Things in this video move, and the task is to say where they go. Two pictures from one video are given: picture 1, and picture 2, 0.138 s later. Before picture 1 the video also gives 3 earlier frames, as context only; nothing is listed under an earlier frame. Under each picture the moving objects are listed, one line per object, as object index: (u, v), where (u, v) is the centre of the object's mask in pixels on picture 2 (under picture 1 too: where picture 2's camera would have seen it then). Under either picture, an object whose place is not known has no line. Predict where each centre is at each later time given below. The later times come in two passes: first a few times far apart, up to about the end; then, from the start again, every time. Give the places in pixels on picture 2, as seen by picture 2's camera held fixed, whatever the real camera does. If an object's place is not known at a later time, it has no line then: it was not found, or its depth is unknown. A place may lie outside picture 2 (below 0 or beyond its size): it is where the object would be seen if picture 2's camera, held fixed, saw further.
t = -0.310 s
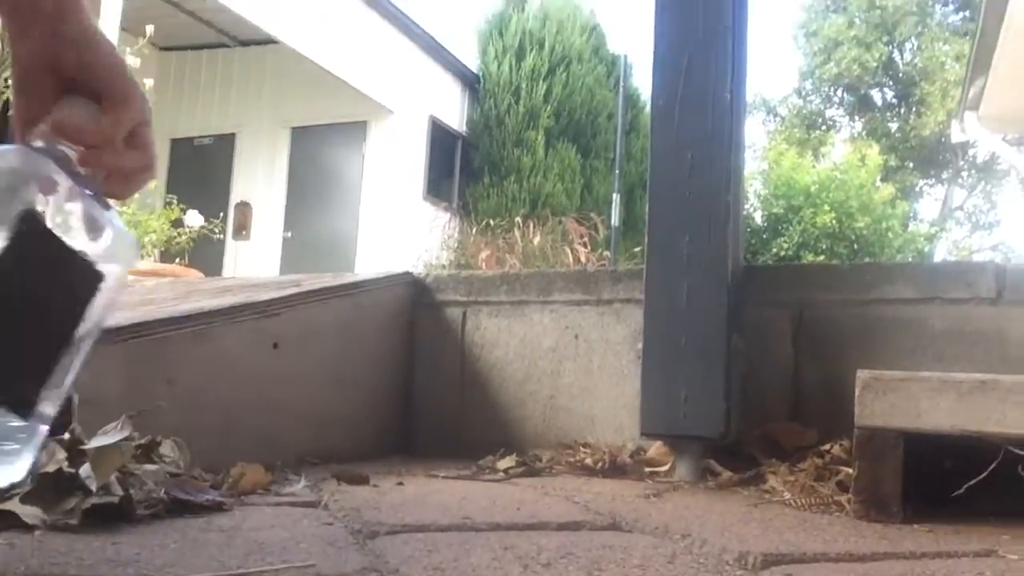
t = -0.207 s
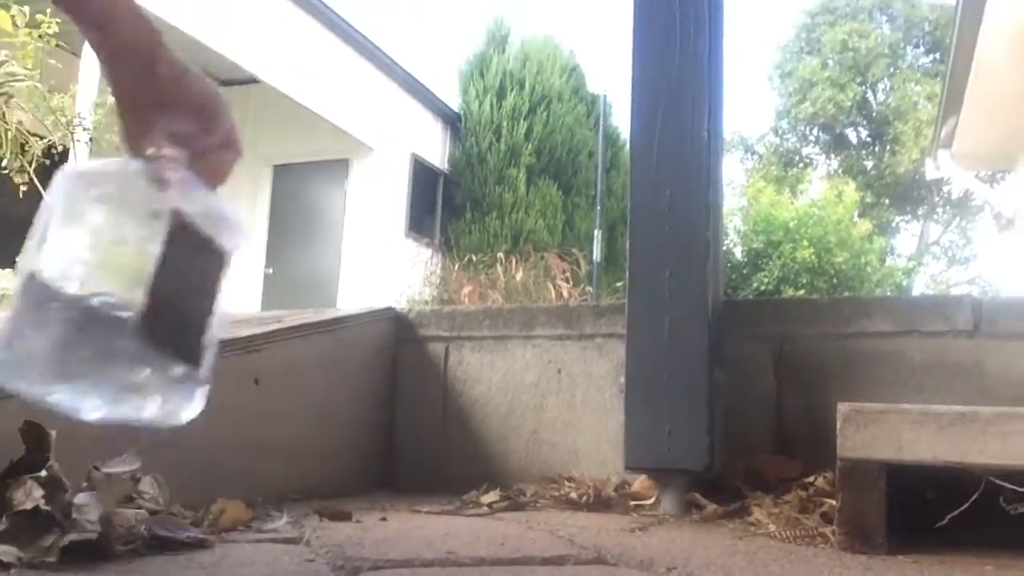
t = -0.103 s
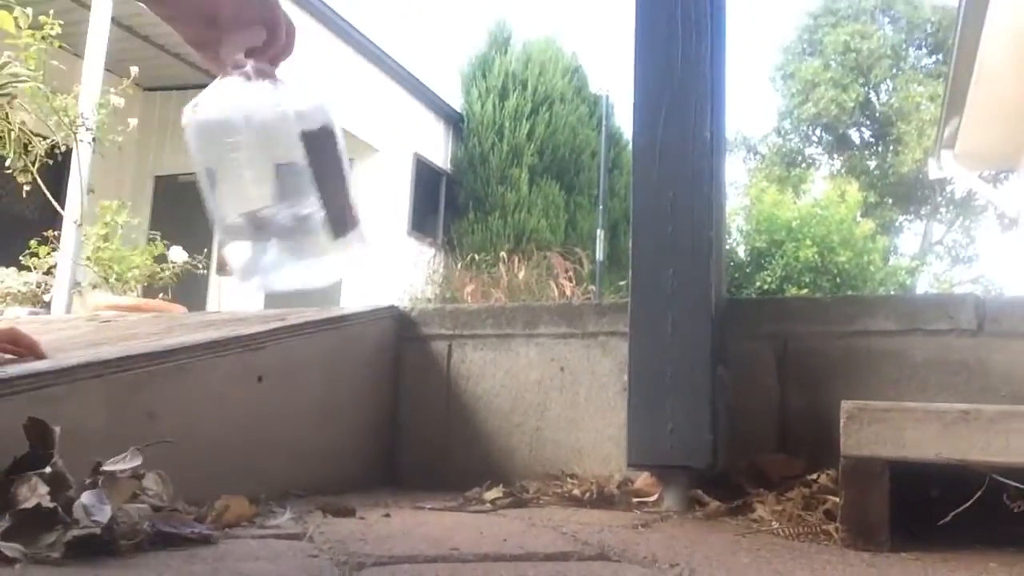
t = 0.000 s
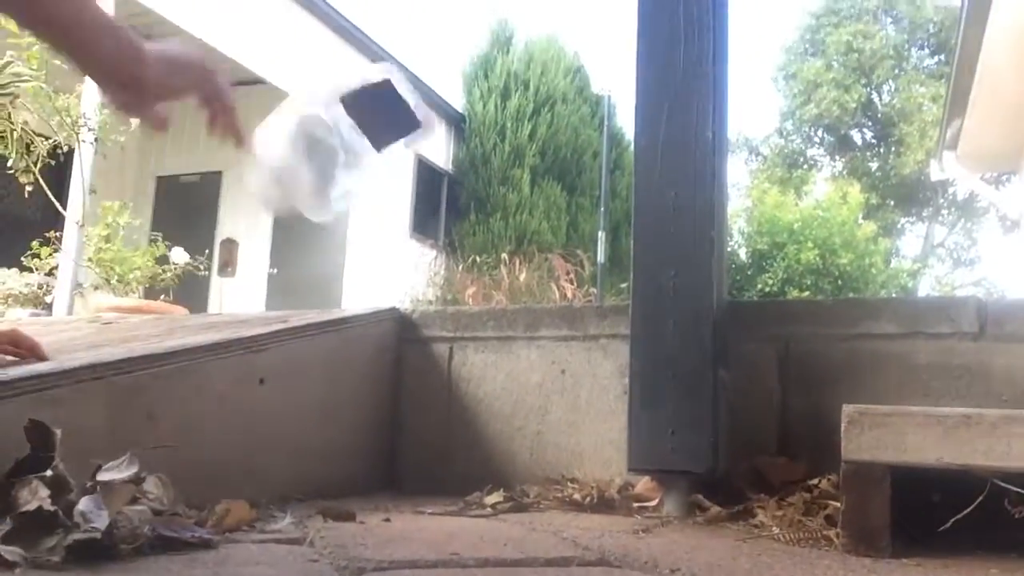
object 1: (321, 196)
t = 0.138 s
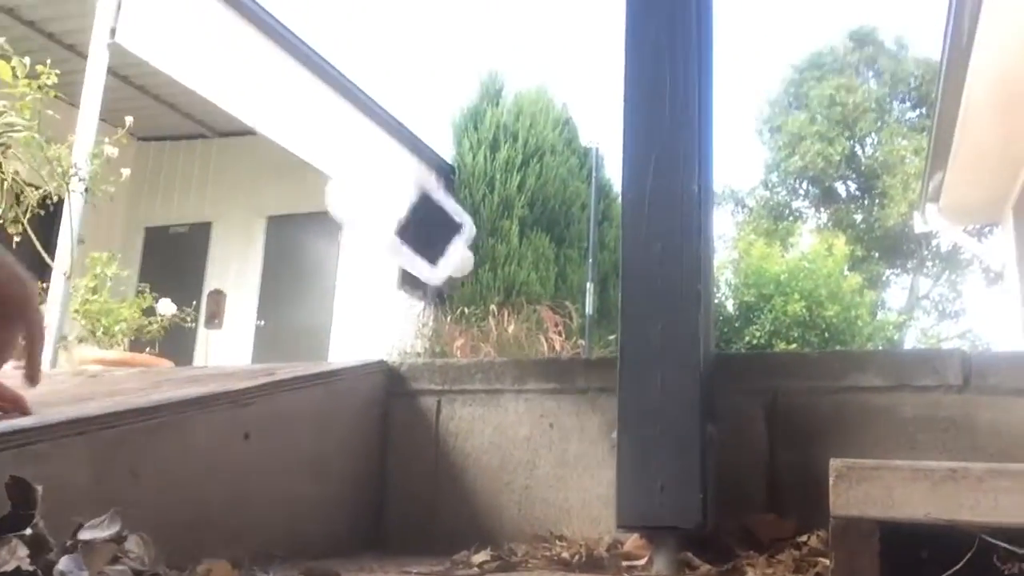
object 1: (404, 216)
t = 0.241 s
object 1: (428, 320)
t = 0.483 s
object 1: (359, 497)
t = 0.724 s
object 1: (365, 499)
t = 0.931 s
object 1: (365, 504)
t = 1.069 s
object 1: (364, 511)
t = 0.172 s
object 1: (412, 245)
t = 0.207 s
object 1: (412, 282)
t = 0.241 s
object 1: (428, 320)
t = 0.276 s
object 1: (407, 330)
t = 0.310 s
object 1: (394, 354)
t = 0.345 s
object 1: (384, 378)
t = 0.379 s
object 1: (378, 413)
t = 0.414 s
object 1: (367, 459)
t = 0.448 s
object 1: (362, 494)
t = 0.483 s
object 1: (359, 497)
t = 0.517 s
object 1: (361, 499)
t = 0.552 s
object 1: (365, 502)
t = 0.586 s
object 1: (364, 502)
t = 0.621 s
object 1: (364, 502)
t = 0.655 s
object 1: (364, 501)
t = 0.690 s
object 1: (365, 500)
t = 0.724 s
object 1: (365, 499)
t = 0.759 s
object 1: (365, 499)
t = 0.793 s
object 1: (365, 499)
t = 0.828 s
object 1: (366, 499)
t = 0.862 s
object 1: (366, 500)
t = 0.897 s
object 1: (365, 502)
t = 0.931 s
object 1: (365, 504)
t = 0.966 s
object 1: (365, 507)
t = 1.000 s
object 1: (364, 508)
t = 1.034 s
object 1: (364, 510)
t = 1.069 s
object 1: (364, 511)
